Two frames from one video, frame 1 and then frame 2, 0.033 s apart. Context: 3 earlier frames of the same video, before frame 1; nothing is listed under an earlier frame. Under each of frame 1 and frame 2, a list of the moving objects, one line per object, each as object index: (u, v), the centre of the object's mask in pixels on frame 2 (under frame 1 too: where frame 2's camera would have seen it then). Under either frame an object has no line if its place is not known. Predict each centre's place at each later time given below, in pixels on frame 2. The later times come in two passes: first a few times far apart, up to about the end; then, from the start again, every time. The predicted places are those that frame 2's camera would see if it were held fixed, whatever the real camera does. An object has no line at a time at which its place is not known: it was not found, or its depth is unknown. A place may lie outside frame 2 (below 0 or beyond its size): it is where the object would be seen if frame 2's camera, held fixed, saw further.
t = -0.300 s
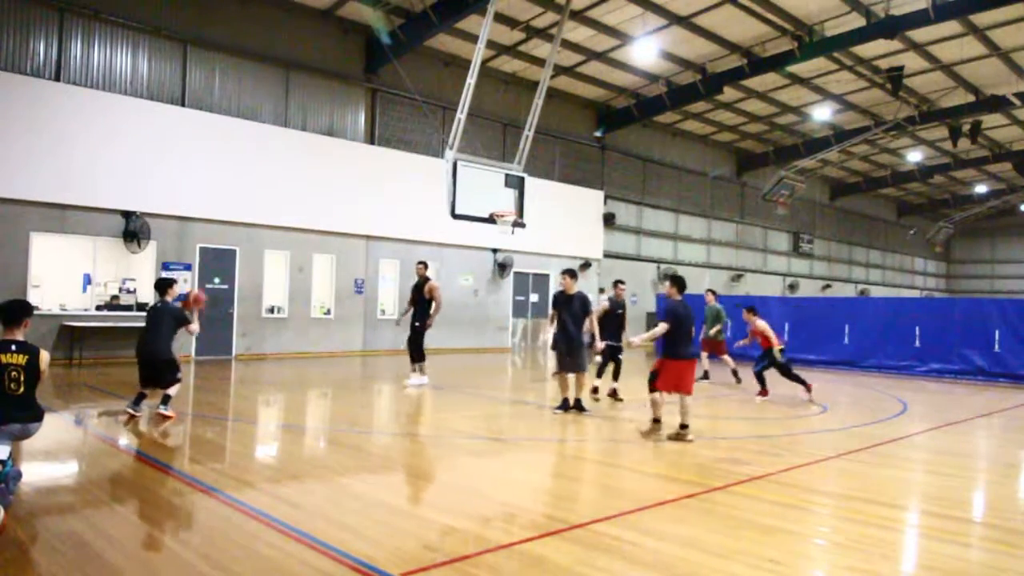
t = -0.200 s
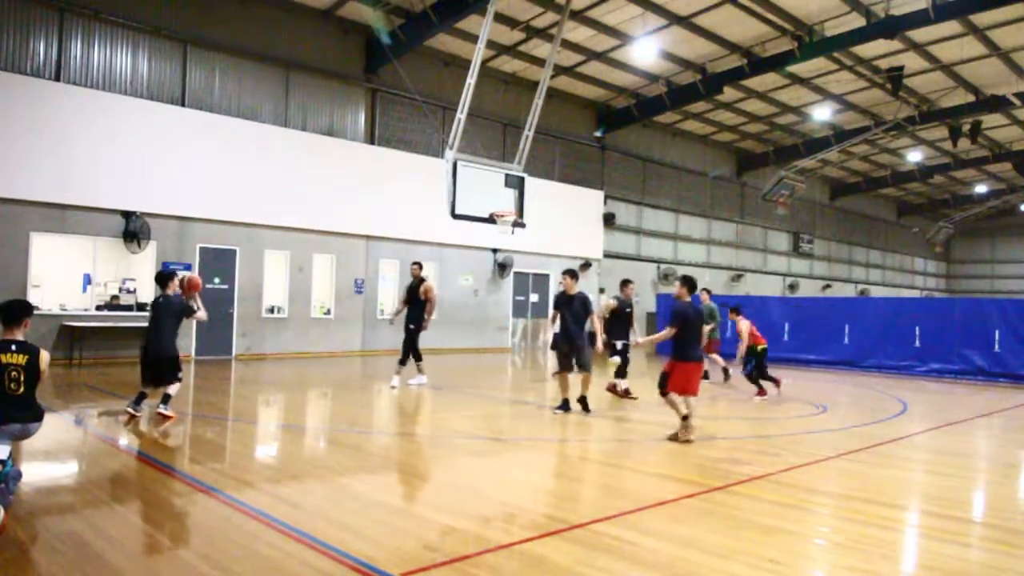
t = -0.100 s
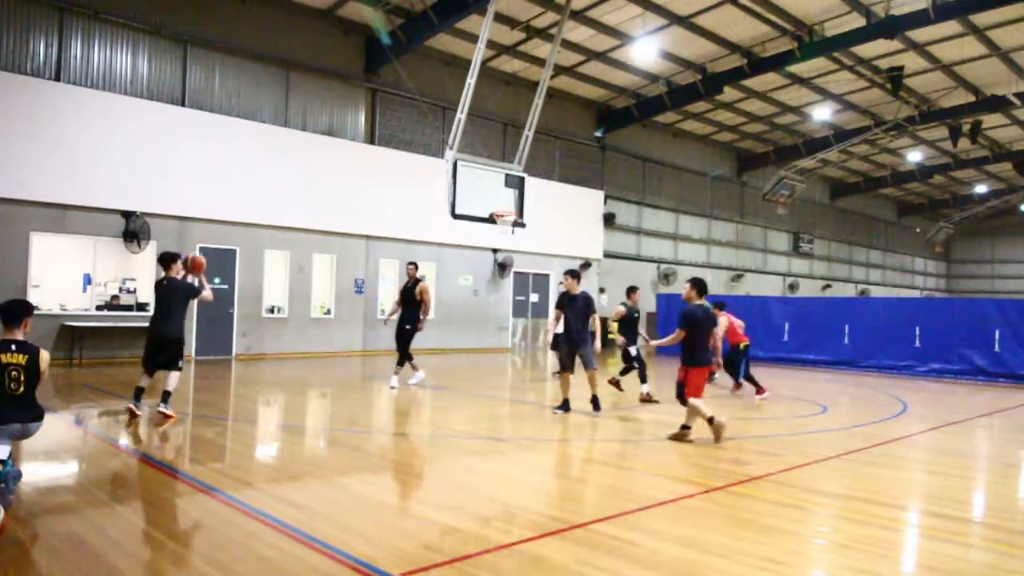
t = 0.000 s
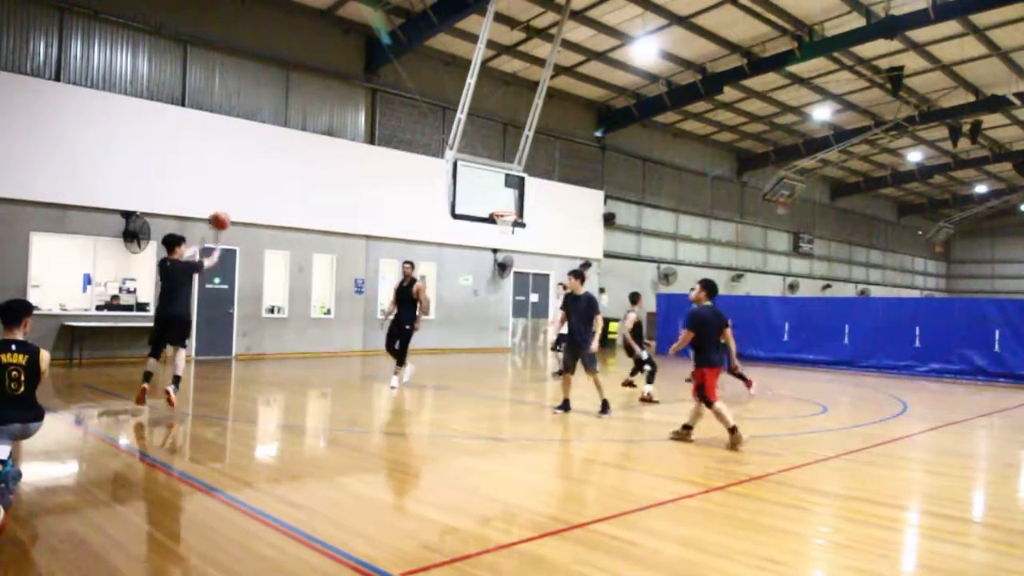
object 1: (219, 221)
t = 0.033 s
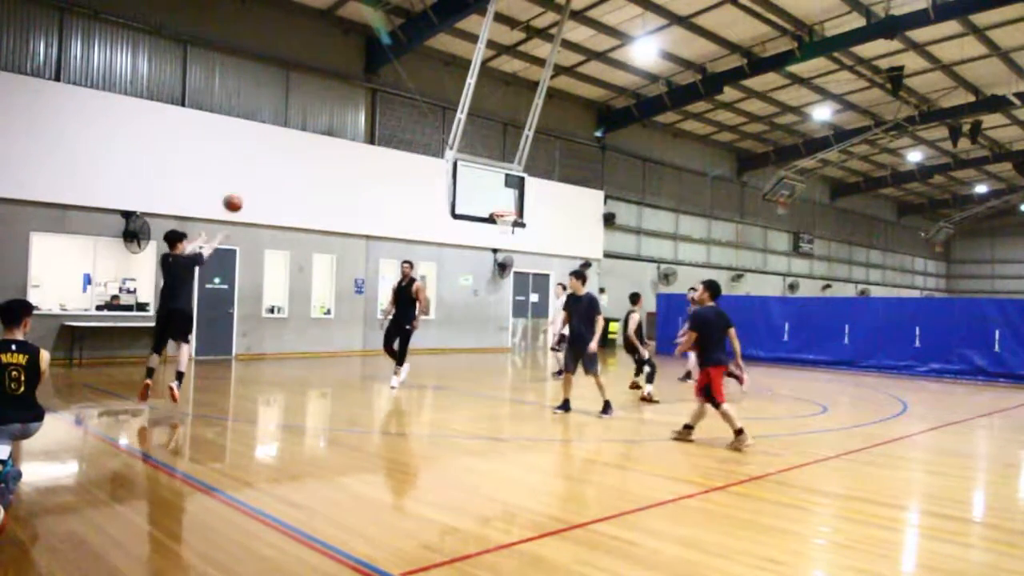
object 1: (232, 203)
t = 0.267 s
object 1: (312, 121)
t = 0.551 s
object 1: (386, 89)
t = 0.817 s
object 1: (439, 108)
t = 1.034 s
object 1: (473, 149)
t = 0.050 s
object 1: (239, 195)
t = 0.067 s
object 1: (245, 187)
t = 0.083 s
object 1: (251, 180)
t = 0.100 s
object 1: (258, 173)
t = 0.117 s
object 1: (264, 166)
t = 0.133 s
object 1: (269, 160)
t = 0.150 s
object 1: (275, 154)
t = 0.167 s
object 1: (281, 149)
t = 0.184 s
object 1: (286, 143)
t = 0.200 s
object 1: (291, 138)
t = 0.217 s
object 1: (297, 132)
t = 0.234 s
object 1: (302, 128)
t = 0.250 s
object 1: (308, 124)
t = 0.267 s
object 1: (312, 121)
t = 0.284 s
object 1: (316, 117)
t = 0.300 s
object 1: (322, 113)
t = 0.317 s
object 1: (326, 110)
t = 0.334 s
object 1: (332, 107)
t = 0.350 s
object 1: (338, 104)
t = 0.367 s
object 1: (342, 102)
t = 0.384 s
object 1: (345, 99)
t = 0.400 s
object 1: (350, 96)
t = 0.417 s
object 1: (355, 95)
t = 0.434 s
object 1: (359, 94)
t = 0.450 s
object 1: (363, 93)
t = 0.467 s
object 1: (367, 93)
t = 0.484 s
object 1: (370, 92)
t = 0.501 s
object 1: (374, 92)
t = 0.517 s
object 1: (378, 91)
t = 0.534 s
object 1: (383, 89)
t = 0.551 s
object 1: (386, 89)
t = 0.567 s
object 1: (390, 89)
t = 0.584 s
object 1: (393, 89)
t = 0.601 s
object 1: (397, 90)
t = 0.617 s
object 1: (401, 91)
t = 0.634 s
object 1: (404, 91)
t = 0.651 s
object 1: (408, 92)
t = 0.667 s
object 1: (411, 93)
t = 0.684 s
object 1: (414, 94)
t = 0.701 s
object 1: (418, 95)
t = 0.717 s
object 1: (421, 97)
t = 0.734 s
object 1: (423, 99)
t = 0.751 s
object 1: (426, 101)
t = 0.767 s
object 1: (429, 101)
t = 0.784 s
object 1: (432, 103)
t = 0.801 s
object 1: (436, 106)
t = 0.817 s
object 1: (439, 108)
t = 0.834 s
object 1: (442, 112)
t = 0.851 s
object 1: (445, 114)
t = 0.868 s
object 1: (447, 116)
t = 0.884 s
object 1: (451, 119)
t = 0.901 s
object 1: (454, 122)
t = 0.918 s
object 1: (455, 125)
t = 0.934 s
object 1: (457, 128)
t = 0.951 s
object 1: (461, 132)
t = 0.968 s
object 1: (464, 135)
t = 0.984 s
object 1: (466, 137)
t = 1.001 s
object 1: (469, 141)
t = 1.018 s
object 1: (471, 146)
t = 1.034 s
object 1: (473, 149)
